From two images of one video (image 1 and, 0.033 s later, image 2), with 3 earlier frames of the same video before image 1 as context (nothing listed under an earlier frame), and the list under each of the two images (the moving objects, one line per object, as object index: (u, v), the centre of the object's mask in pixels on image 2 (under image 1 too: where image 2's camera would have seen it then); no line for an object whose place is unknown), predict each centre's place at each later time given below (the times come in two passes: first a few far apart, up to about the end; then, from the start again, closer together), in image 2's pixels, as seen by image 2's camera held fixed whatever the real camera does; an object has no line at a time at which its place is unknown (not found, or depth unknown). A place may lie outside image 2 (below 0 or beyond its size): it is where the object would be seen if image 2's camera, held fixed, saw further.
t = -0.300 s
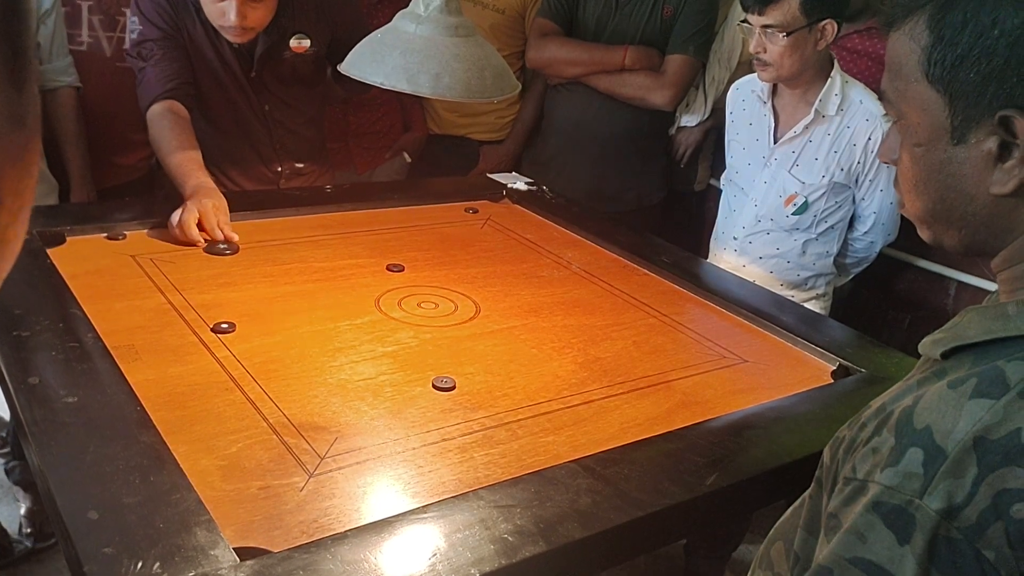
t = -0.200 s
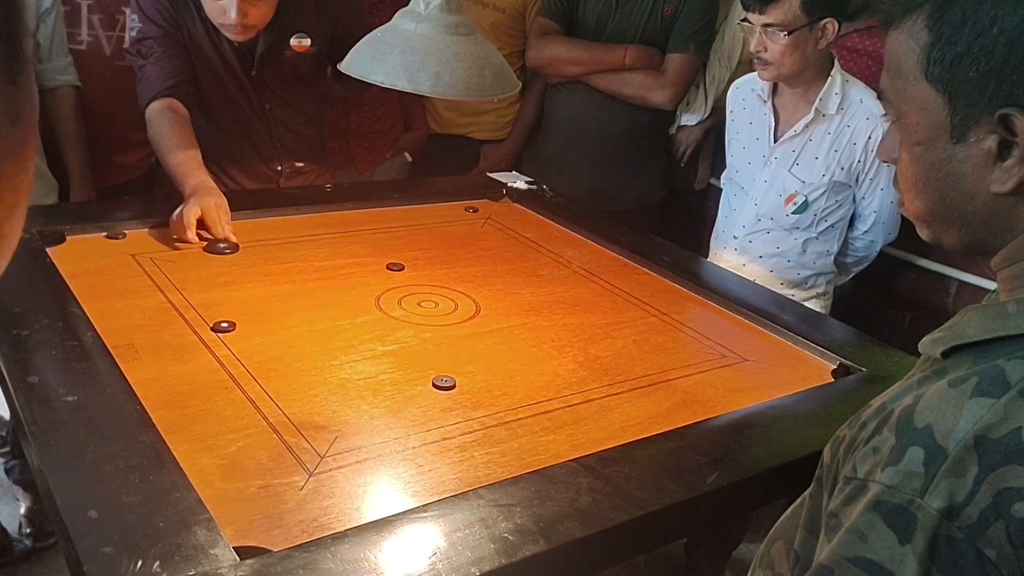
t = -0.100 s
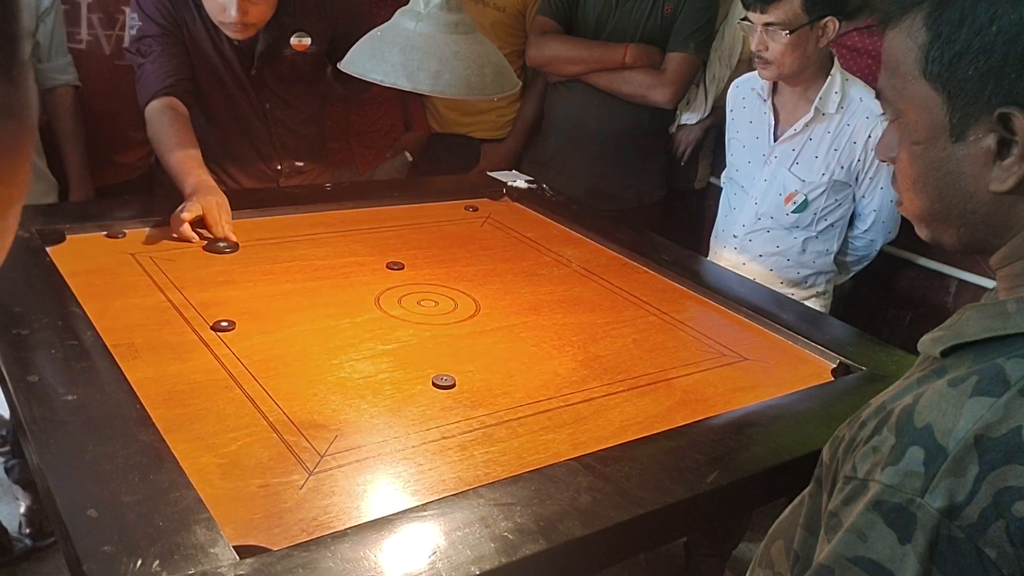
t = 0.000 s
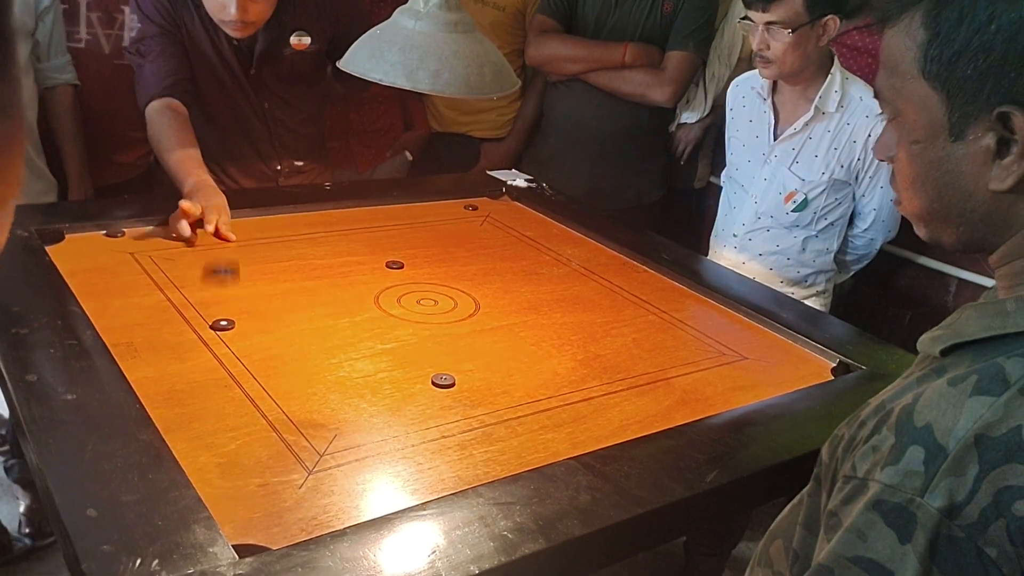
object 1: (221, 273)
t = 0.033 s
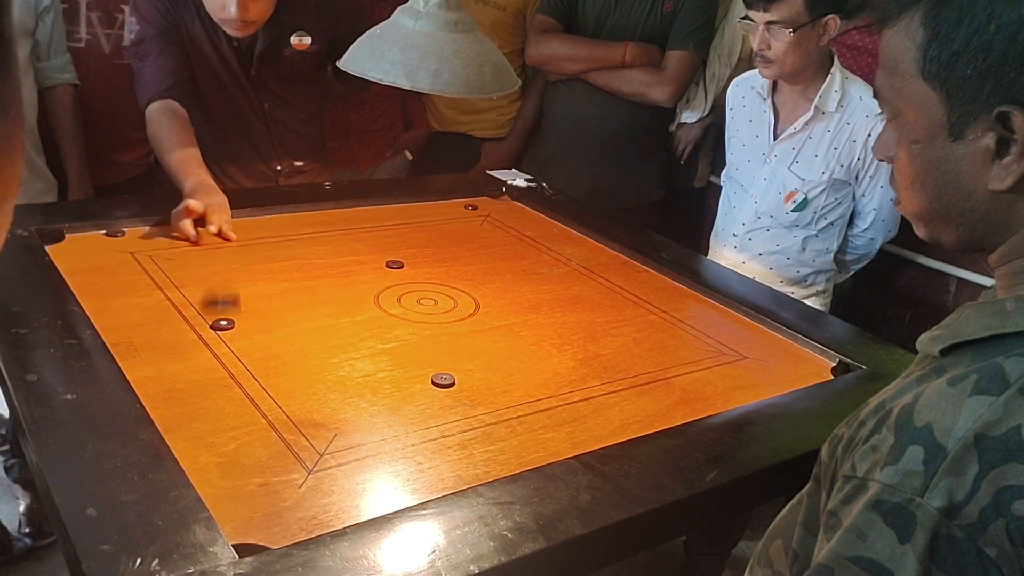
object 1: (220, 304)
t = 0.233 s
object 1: (249, 478)
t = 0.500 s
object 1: (297, 363)
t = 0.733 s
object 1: (273, 261)
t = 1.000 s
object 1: (307, 246)
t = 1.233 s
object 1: (398, 299)
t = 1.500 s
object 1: (502, 368)
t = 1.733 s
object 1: (576, 428)
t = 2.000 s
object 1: (584, 437)
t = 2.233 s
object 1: (584, 436)
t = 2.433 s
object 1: (585, 436)
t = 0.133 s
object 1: (207, 384)
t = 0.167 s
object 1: (201, 417)
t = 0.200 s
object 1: (203, 453)
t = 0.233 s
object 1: (249, 478)
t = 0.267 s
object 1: (295, 503)
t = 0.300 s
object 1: (327, 509)
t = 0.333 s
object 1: (322, 480)
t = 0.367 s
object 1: (317, 453)
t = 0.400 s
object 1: (312, 427)
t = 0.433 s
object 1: (306, 404)
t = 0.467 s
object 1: (301, 384)
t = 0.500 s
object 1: (297, 363)
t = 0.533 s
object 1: (293, 346)
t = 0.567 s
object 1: (289, 329)
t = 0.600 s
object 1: (285, 314)
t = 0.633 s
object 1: (282, 299)
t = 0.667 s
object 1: (279, 285)
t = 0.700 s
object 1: (276, 273)
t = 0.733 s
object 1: (273, 261)
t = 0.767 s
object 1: (270, 250)
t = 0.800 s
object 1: (268, 240)
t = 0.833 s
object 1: (265, 230)
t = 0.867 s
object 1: (263, 221)
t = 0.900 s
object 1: (272, 225)
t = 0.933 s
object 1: (283, 232)
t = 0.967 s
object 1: (296, 239)
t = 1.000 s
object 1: (307, 246)
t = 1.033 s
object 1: (319, 253)
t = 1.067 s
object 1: (333, 260)
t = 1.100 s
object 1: (345, 268)
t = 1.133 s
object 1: (358, 275)
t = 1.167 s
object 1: (371, 283)
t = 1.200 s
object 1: (384, 291)
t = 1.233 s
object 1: (398, 299)
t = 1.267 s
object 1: (412, 307)
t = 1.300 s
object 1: (427, 316)
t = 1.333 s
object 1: (442, 324)
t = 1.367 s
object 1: (457, 333)
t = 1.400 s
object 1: (471, 342)
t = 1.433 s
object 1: (481, 350)
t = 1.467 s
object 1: (492, 359)
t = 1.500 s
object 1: (502, 368)
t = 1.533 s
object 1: (513, 377)
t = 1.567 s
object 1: (524, 385)
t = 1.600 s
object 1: (535, 394)
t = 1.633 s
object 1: (545, 403)
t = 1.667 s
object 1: (556, 412)
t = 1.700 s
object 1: (566, 420)
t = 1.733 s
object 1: (576, 428)
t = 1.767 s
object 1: (584, 435)
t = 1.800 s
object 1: (590, 438)
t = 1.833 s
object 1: (590, 439)
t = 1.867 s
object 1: (586, 437)
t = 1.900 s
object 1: (585, 437)
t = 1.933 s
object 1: (584, 437)
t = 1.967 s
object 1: (584, 437)
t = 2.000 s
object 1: (584, 437)
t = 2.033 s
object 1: (584, 437)
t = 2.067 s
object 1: (584, 437)
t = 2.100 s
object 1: (584, 437)
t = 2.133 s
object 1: (584, 437)
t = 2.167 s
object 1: (584, 437)
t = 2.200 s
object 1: (584, 437)
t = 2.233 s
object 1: (584, 436)
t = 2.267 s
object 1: (584, 437)
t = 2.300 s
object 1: (584, 437)
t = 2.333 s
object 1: (585, 437)
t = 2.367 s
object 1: (585, 437)
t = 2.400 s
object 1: (585, 437)
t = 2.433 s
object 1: (585, 436)
